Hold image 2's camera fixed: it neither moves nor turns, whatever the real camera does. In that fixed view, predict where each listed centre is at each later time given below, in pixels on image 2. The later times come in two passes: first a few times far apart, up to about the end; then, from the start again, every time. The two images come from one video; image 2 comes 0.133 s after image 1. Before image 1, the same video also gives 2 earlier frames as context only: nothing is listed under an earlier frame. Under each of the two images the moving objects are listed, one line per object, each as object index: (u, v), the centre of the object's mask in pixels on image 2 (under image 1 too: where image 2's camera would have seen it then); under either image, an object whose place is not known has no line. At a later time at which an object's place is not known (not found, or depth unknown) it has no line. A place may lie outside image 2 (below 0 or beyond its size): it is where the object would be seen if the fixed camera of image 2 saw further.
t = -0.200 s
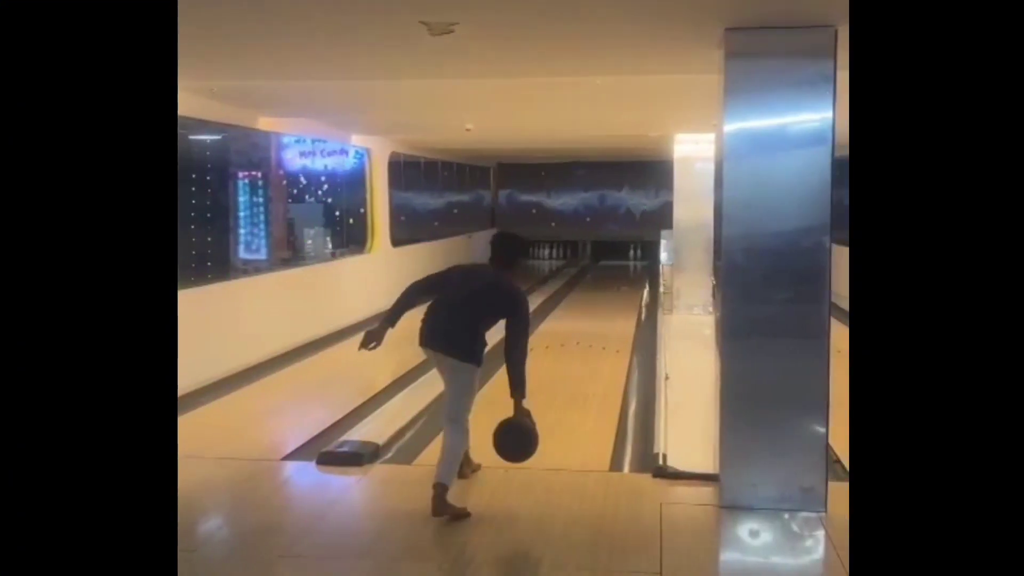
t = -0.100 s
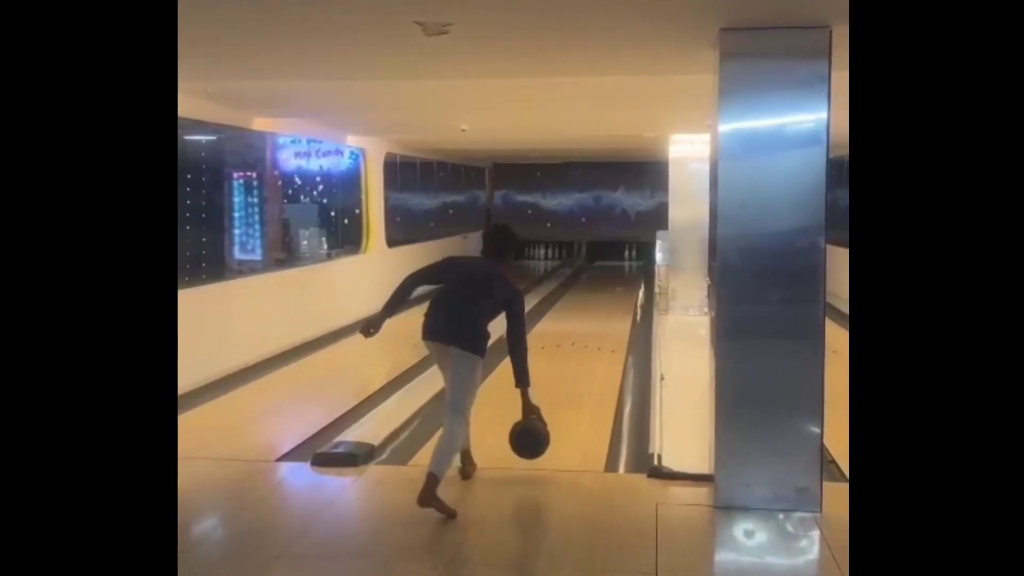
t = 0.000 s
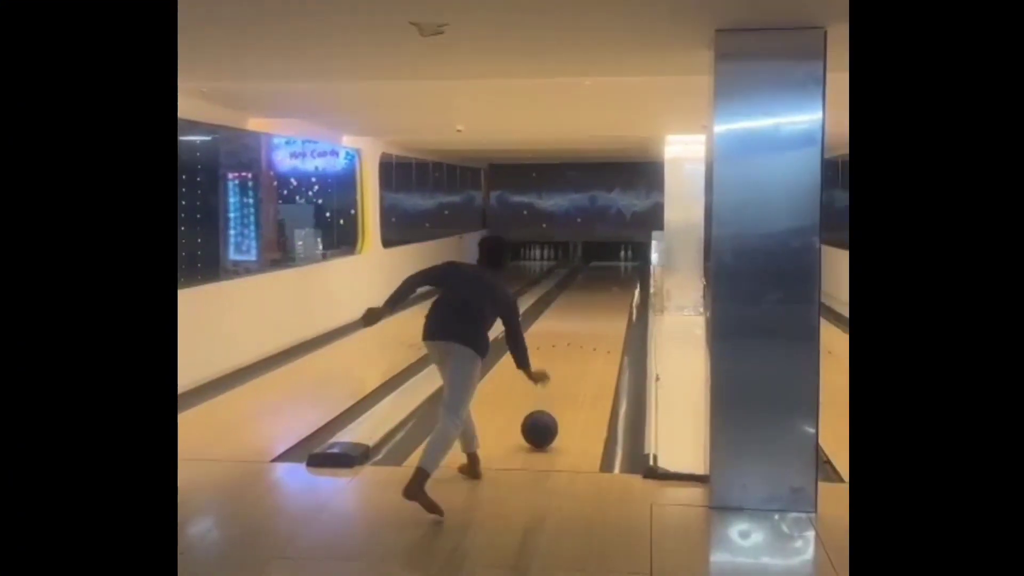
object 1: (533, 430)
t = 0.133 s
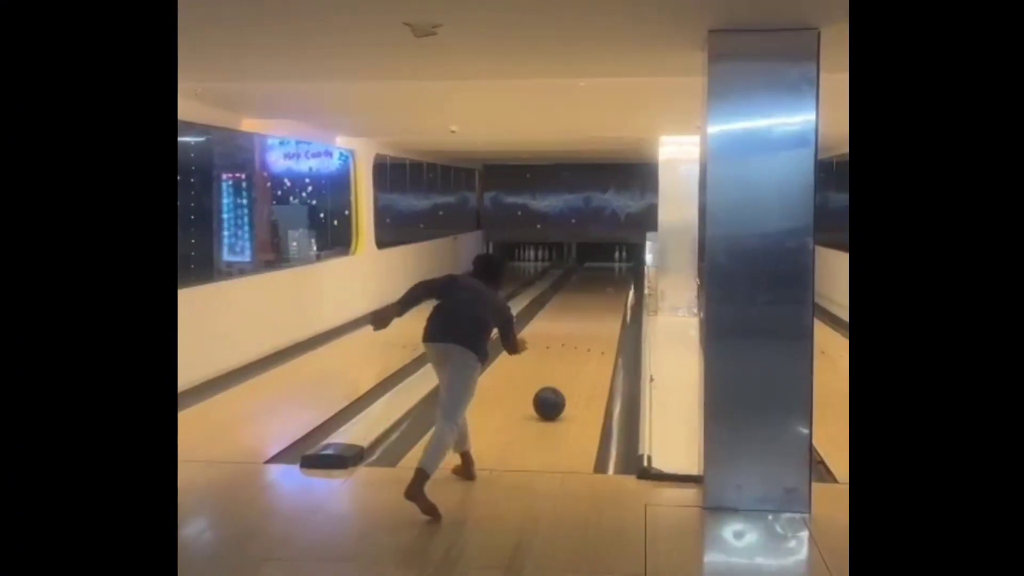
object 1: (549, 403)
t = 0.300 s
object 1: (563, 377)
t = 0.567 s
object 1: (578, 349)
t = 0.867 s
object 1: (590, 328)
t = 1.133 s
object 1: (597, 314)
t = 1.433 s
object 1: (603, 303)
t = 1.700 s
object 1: (607, 296)
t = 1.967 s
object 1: (611, 290)
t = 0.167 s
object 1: (552, 397)
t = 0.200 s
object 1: (555, 392)
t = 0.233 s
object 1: (558, 387)
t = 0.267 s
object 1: (560, 382)
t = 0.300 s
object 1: (563, 377)
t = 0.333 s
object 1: (565, 373)
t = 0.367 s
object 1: (567, 369)
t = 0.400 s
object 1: (569, 365)
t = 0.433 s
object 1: (571, 361)
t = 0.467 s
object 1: (573, 358)
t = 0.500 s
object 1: (575, 355)
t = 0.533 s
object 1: (577, 352)
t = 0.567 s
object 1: (578, 349)
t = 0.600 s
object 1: (580, 346)
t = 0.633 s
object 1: (581, 343)
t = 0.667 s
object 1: (583, 341)
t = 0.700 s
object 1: (584, 338)
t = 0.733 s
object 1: (585, 336)
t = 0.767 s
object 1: (586, 334)
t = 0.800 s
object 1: (588, 332)
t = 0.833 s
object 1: (589, 330)
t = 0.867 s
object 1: (590, 328)
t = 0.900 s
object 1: (591, 326)
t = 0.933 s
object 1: (592, 324)
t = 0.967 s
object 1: (593, 322)
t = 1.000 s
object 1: (594, 320)
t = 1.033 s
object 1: (594, 319)
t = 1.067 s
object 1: (595, 317)
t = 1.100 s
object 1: (596, 315)
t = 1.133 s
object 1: (597, 314)
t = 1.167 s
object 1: (598, 313)
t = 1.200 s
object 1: (598, 312)
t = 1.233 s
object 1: (599, 310)
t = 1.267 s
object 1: (600, 309)
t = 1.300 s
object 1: (600, 308)
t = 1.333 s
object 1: (601, 307)
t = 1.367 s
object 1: (601, 305)
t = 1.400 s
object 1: (602, 304)
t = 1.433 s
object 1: (603, 303)
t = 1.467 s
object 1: (603, 302)
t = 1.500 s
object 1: (604, 301)
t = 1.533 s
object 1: (605, 300)
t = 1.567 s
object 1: (605, 299)
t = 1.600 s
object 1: (605, 299)
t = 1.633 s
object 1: (606, 298)
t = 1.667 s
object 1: (607, 297)
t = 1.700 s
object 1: (607, 296)
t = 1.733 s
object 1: (607, 295)
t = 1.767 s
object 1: (608, 294)
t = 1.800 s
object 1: (608, 294)
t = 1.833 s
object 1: (609, 293)
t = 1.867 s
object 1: (609, 292)
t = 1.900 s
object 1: (610, 291)
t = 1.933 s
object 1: (610, 291)
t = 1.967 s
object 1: (611, 290)
